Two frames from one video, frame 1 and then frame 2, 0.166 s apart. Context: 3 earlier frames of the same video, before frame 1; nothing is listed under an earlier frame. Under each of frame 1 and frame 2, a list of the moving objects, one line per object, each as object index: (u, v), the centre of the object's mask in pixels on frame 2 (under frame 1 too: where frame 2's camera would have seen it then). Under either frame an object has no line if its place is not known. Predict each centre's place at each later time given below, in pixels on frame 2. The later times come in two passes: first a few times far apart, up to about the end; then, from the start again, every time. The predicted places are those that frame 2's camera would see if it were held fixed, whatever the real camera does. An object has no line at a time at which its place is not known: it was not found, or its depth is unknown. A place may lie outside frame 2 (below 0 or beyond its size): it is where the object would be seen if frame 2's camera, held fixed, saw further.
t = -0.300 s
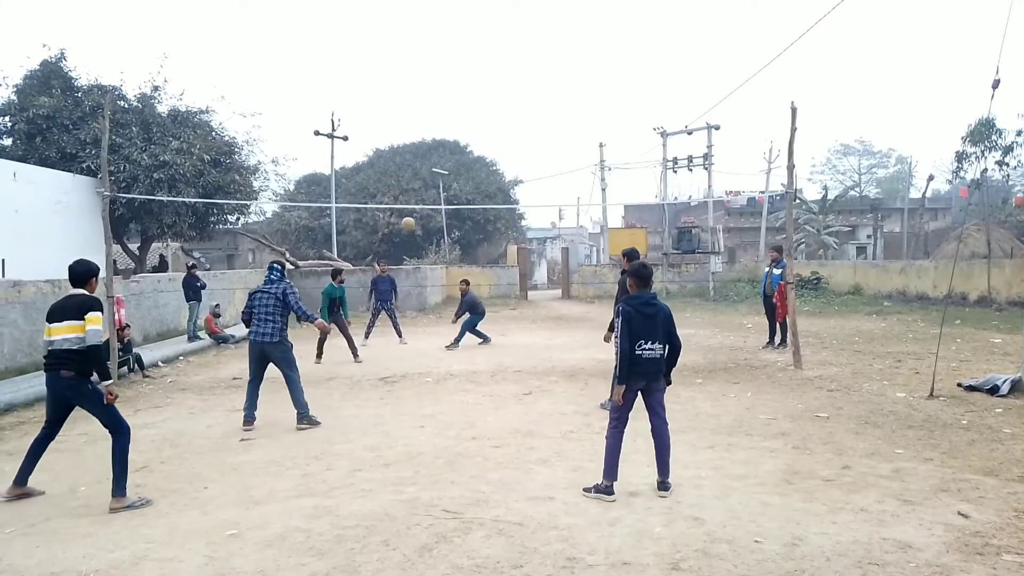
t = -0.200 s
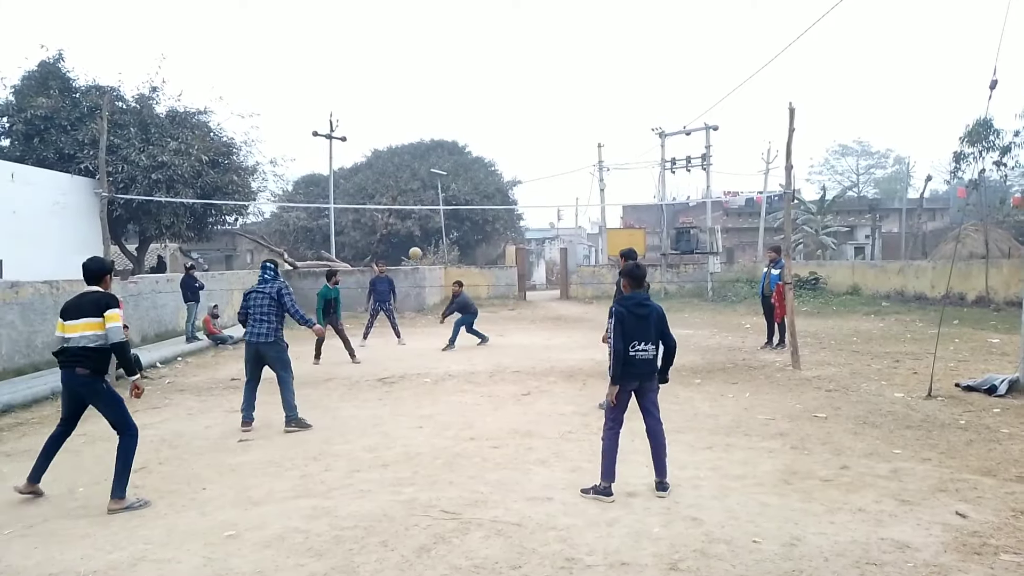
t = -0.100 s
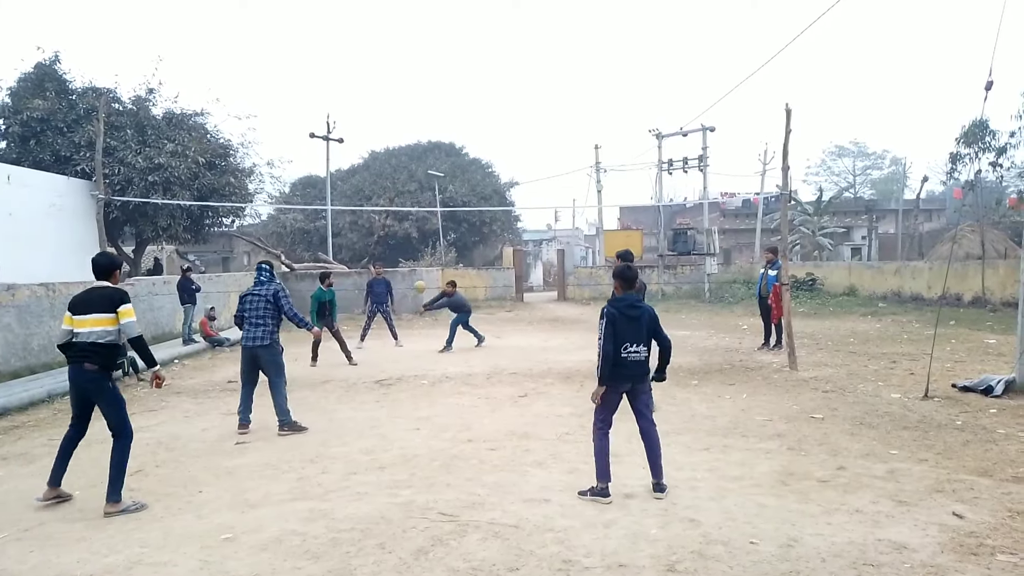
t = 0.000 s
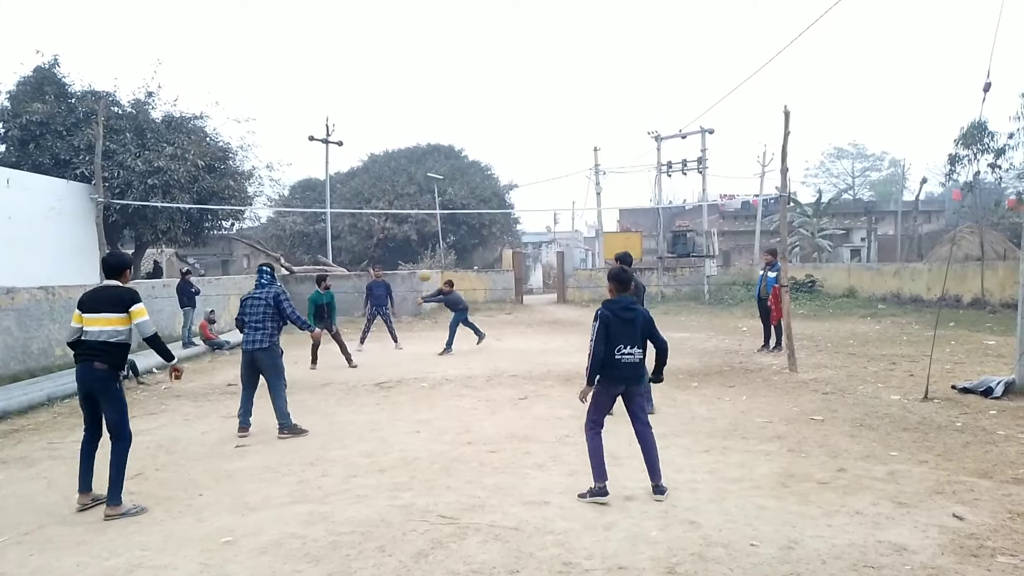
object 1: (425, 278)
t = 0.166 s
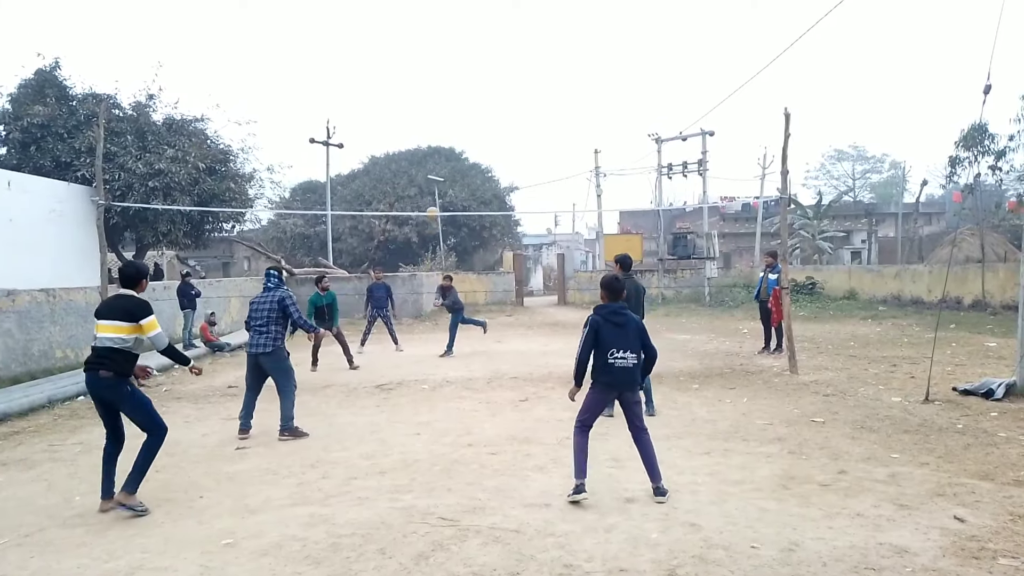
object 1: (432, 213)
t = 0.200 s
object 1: (434, 202)
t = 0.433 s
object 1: (449, 125)
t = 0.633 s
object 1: (465, 77)
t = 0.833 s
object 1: (487, 57)
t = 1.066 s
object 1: (523, 91)
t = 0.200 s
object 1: (434, 202)
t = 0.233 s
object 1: (436, 189)
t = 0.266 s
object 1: (438, 178)
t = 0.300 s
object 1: (440, 166)
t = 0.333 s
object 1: (443, 155)
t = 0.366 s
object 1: (445, 145)
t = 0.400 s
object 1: (447, 135)
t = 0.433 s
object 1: (449, 125)
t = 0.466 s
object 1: (451, 116)
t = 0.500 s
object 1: (454, 107)
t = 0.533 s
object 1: (456, 99)
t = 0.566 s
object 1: (459, 91)
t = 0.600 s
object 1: (462, 84)
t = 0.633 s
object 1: (465, 77)
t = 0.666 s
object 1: (468, 72)
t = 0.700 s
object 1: (472, 67)
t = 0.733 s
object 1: (475, 63)
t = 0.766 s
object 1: (479, 60)
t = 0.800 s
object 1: (483, 58)
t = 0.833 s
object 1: (487, 57)
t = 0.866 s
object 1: (491, 57)
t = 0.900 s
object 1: (496, 59)
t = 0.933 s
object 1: (500, 62)
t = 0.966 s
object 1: (505, 67)
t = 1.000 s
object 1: (511, 73)
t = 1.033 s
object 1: (517, 81)
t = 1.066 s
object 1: (523, 91)
